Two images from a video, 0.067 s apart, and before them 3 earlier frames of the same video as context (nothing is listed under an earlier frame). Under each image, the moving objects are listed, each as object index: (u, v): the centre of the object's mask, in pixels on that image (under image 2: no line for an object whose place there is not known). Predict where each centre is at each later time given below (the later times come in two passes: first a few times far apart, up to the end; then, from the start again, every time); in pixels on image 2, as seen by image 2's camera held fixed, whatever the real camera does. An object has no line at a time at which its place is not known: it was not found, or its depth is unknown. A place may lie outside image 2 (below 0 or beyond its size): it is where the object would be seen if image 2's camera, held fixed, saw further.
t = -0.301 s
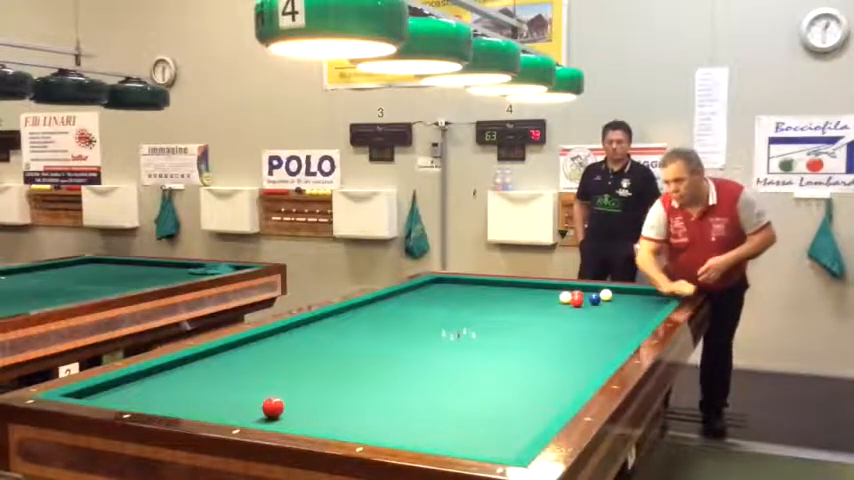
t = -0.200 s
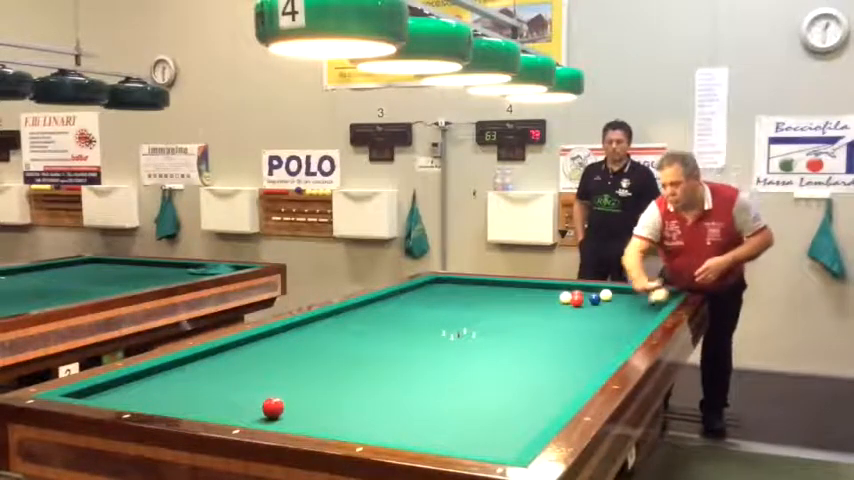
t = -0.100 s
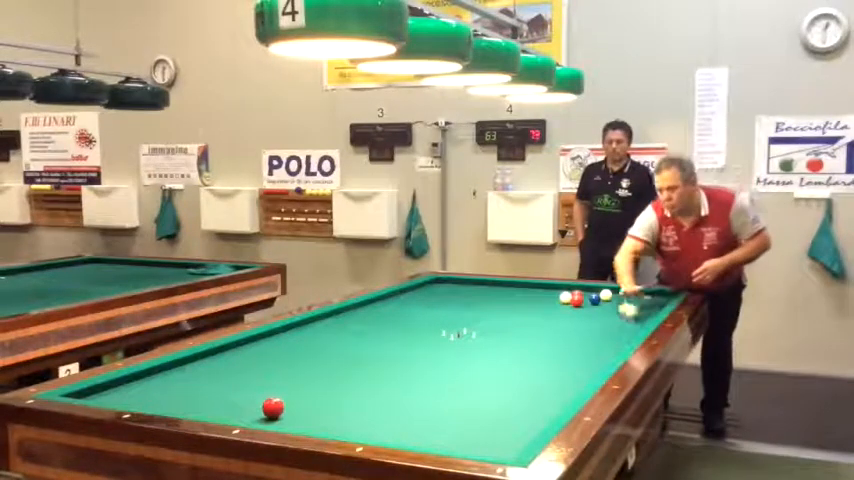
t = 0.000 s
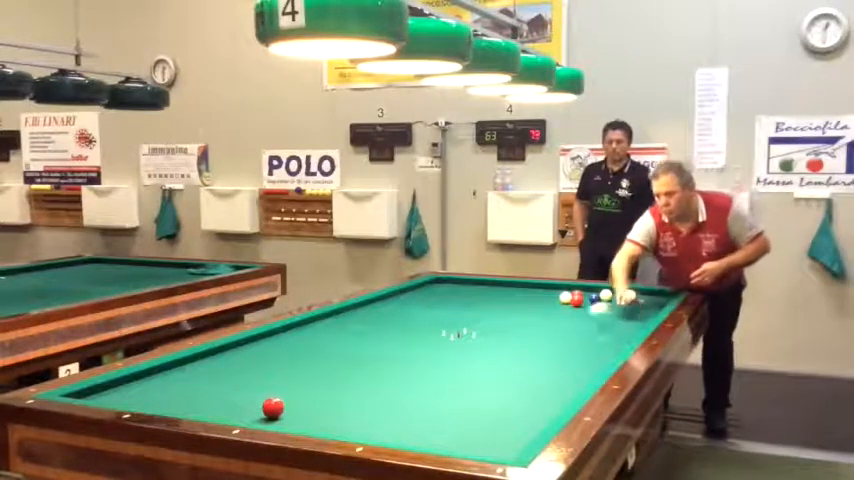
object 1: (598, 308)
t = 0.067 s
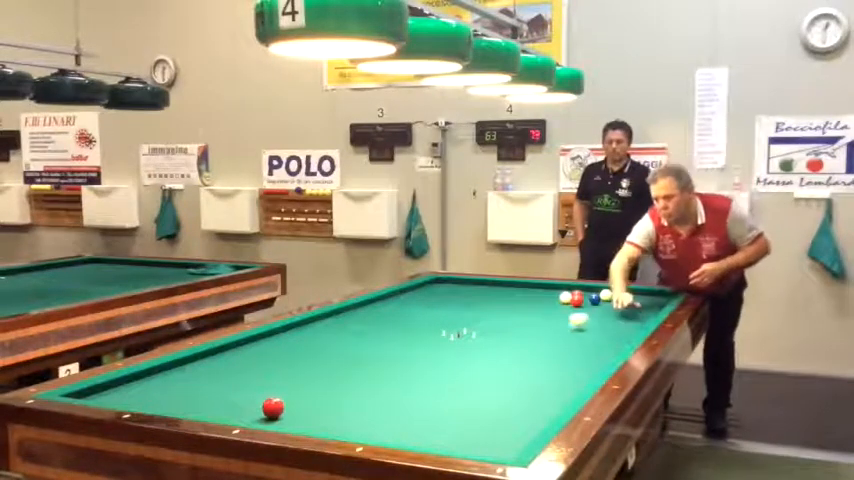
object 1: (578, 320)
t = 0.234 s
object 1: (527, 328)
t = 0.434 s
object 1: (463, 342)
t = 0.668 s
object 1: (388, 353)
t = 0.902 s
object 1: (304, 368)
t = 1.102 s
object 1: (221, 382)
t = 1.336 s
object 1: (112, 398)
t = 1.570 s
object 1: (131, 381)
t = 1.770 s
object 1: (166, 372)
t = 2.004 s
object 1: (205, 365)
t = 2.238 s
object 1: (240, 357)
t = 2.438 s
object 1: (268, 351)
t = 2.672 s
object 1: (298, 346)
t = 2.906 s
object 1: (326, 341)
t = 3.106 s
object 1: (349, 336)
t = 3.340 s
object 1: (373, 332)
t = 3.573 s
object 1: (396, 328)
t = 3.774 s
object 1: (414, 324)
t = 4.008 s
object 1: (434, 320)
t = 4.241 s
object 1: (452, 317)
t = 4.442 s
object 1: (468, 315)
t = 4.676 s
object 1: (485, 312)
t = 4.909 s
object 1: (501, 309)
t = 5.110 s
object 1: (513, 306)
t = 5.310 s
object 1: (526, 304)
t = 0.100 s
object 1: (567, 321)
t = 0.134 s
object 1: (558, 321)
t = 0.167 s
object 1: (548, 323)
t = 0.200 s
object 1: (538, 326)
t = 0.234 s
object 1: (527, 328)
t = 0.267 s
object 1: (516, 330)
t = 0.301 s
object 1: (505, 333)
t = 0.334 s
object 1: (495, 334)
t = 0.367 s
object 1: (483, 337)
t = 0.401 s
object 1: (473, 338)
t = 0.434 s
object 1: (463, 342)
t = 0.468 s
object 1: (453, 342)
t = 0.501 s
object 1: (443, 344)
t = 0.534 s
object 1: (432, 346)
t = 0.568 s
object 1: (420, 348)
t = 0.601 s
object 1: (411, 350)
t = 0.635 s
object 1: (401, 352)
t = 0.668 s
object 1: (388, 353)
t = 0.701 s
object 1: (378, 355)
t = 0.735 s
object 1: (366, 357)
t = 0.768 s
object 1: (354, 359)
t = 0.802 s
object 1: (341, 361)
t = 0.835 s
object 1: (329, 363)
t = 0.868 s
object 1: (317, 365)
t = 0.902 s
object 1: (304, 368)
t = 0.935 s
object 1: (291, 370)
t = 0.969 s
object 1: (277, 372)
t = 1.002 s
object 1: (264, 374)
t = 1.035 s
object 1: (250, 376)
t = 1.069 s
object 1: (236, 379)
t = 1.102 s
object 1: (221, 382)
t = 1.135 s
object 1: (206, 384)
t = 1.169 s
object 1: (191, 387)
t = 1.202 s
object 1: (176, 389)
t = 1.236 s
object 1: (159, 392)
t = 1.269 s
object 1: (143, 395)
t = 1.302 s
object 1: (127, 397)
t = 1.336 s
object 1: (112, 398)
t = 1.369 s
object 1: (109, 398)
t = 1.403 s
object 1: (114, 394)
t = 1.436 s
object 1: (118, 392)
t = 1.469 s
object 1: (122, 389)
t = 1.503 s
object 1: (125, 386)
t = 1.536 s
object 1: (128, 383)
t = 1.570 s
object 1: (131, 381)
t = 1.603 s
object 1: (132, 379)
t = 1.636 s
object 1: (137, 376)
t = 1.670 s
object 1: (144, 375)
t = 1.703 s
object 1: (152, 374)
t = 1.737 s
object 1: (159, 373)
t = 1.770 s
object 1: (166, 372)
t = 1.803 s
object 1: (171, 371)
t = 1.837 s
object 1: (177, 370)
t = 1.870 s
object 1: (183, 368)
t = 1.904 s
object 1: (188, 367)
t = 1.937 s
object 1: (194, 366)
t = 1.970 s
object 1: (199, 365)
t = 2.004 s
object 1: (205, 365)
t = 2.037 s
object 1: (210, 363)
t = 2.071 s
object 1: (215, 362)
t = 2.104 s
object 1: (219, 361)
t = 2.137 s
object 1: (225, 360)
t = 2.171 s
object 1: (231, 359)
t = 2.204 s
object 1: (235, 358)
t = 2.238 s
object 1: (240, 357)
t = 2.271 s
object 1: (245, 356)
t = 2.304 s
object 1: (250, 355)
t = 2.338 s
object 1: (254, 354)
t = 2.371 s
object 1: (259, 353)
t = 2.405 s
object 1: (264, 353)
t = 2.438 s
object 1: (268, 351)
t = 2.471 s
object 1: (272, 351)
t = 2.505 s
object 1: (277, 350)
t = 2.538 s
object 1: (281, 349)
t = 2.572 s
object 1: (286, 348)
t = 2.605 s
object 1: (290, 347)
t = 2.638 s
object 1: (294, 347)
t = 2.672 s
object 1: (298, 346)
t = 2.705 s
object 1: (302, 345)
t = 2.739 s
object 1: (307, 345)
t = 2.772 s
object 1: (311, 344)
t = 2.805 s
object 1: (314, 343)
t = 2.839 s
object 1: (318, 342)
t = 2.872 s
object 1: (322, 341)
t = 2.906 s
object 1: (326, 341)
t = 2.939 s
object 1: (330, 340)
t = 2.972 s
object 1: (333, 339)
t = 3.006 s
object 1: (337, 338)
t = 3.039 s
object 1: (340, 338)
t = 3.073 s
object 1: (345, 337)
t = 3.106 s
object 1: (349, 336)
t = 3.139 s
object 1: (352, 336)
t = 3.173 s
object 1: (356, 335)
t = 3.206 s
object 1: (359, 334)
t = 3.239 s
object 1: (363, 334)
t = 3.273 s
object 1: (367, 333)
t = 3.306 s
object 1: (369, 332)
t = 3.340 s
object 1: (373, 332)
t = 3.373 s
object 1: (377, 331)
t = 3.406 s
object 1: (380, 330)
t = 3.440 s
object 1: (383, 330)
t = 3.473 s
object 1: (387, 329)
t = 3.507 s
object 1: (389, 329)
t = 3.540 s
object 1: (393, 328)
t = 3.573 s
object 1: (396, 328)
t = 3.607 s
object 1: (399, 327)
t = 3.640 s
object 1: (402, 327)
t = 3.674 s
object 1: (405, 326)
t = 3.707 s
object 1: (408, 325)
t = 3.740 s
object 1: (411, 325)
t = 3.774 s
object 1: (414, 324)
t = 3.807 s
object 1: (417, 324)
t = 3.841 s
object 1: (420, 323)
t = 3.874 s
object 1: (423, 323)
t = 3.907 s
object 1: (425, 322)
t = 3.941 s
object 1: (429, 321)
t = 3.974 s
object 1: (431, 321)
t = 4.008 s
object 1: (434, 320)
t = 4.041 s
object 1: (436, 320)
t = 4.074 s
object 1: (439, 320)
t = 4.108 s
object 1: (442, 319)
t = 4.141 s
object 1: (445, 319)
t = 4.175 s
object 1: (447, 318)
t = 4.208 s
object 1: (450, 318)
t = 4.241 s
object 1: (452, 317)
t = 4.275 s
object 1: (456, 317)
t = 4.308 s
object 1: (457, 317)
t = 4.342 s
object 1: (461, 316)
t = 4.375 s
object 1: (464, 316)
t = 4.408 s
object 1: (466, 315)
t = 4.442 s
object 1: (468, 315)
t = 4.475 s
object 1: (471, 314)
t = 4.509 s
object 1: (473, 314)
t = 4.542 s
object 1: (476, 314)
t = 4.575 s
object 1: (478, 313)
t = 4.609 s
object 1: (481, 313)
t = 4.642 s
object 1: (483, 312)
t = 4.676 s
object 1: (485, 312)
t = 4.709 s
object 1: (487, 311)
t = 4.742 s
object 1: (489, 311)
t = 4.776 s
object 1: (492, 310)
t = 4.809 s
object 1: (494, 310)
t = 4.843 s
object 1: (496, 309)
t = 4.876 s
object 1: (499, 309)
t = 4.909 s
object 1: (501, 309)
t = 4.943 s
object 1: (503, 308)
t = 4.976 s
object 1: (505, 307)
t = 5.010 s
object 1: (507, 307)
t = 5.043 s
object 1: (509, 307)
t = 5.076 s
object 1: (512, 306)
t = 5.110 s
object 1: (513, 306)
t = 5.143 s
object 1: (515, 306)
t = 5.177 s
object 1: (518, 305)
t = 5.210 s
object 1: (520, 305)
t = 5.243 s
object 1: (522, 305)
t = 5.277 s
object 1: (524, 304)
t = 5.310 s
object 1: (526, 304)
